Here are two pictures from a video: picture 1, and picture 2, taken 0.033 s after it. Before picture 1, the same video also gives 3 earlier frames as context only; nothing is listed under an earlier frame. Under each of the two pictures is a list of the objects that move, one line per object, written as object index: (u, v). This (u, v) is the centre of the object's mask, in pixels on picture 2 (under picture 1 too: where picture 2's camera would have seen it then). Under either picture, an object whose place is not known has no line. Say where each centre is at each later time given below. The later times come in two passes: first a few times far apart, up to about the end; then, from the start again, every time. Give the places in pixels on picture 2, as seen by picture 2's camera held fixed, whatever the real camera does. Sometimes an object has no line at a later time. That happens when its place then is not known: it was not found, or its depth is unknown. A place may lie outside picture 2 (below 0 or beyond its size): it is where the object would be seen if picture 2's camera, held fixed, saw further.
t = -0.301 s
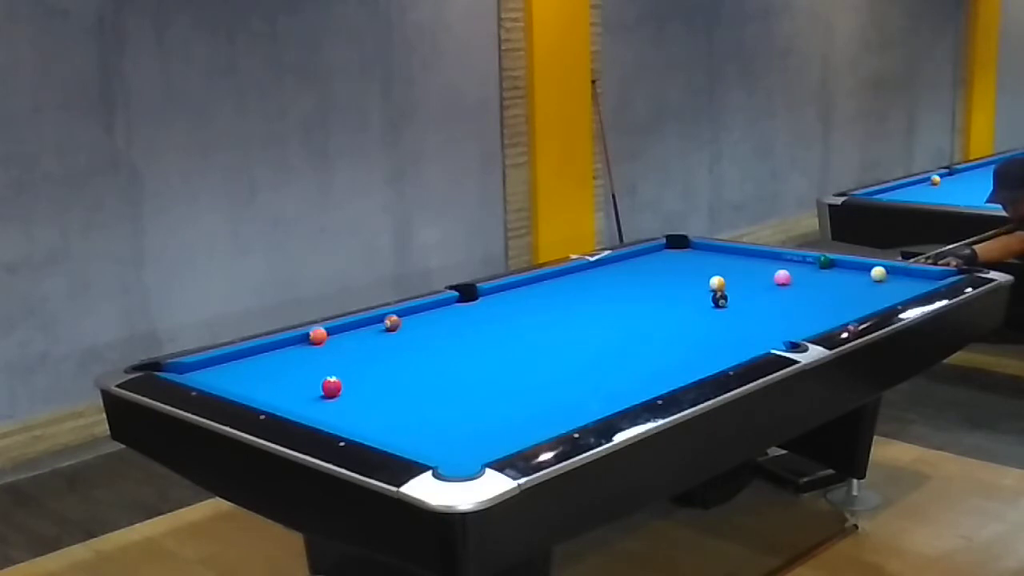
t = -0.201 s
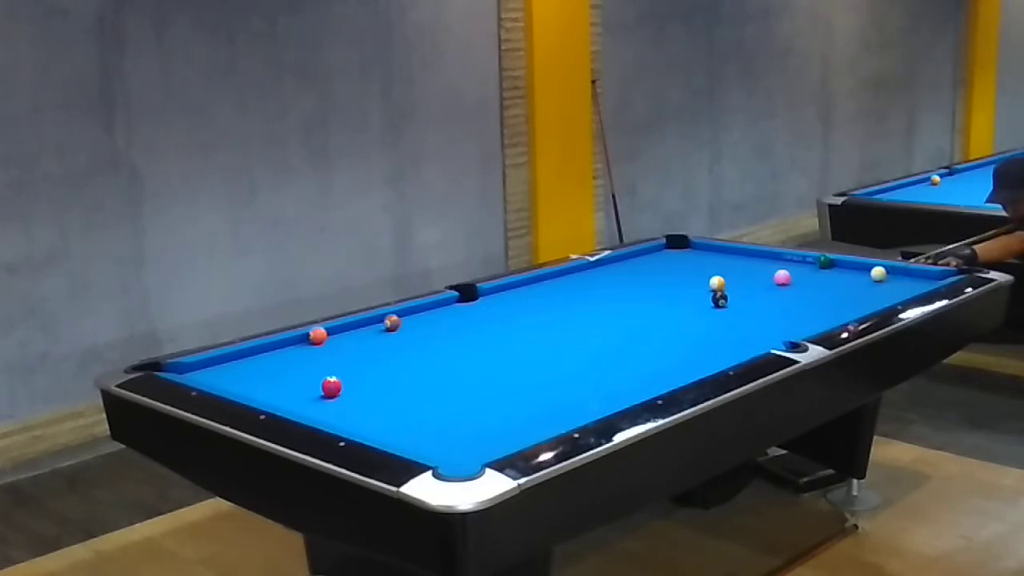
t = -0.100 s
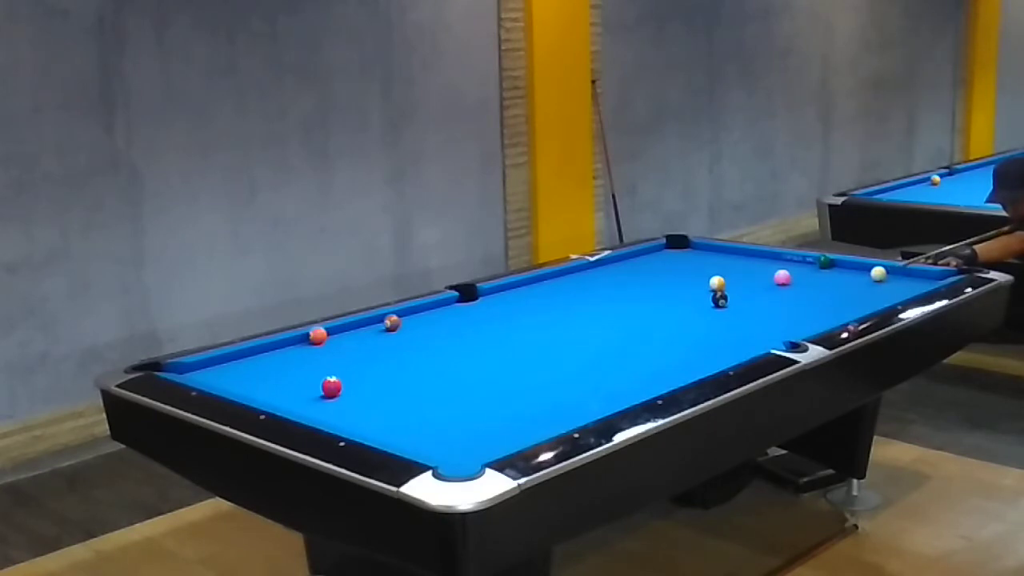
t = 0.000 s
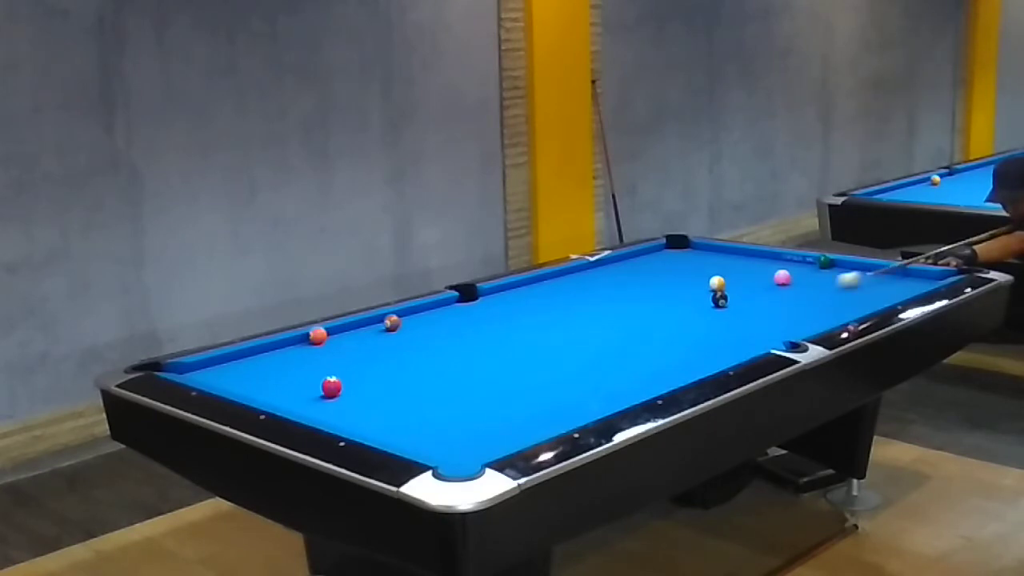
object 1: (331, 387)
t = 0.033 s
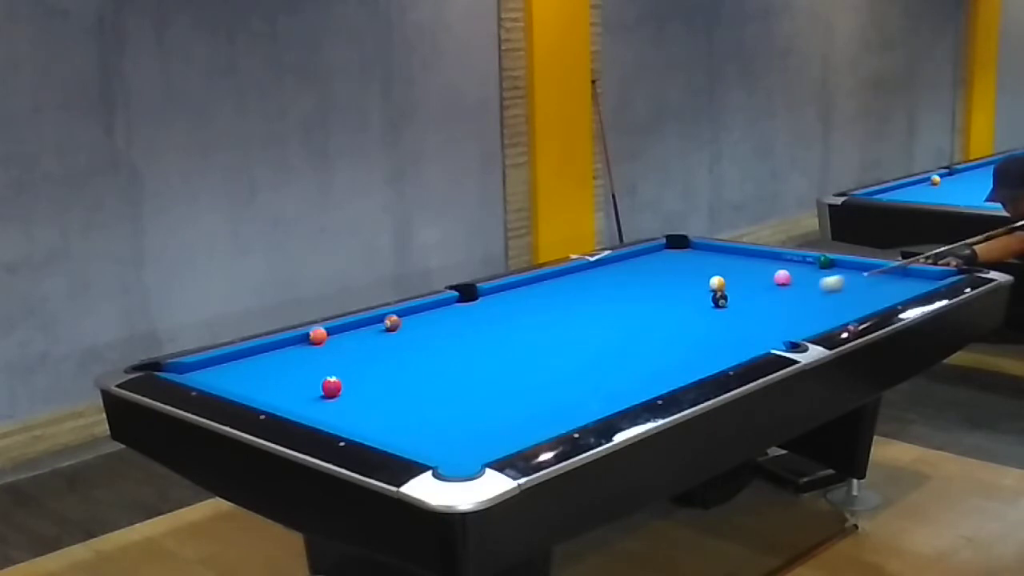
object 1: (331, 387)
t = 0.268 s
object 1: (331, 387)
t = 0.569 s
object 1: (331, 387)
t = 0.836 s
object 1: (318, 382)
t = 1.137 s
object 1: (256, 377)
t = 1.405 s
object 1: (208, 371)
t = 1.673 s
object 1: (168, 370)
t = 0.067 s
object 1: (331, 387)
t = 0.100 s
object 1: (331, 387)
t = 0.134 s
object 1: (331, 387)
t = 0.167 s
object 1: (331, 387)
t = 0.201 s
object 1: (331, 387)
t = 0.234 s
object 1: (331, 387)
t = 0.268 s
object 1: (331, 387)
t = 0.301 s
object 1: (331, 387)
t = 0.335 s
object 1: (331, 387)
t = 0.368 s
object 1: (331, 387)
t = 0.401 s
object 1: (331, 387)
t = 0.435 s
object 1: (331, 387)
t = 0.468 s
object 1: (331, 387)
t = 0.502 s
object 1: (331, 387)
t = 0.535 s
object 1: (331, 387)
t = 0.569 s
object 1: (331, 387)
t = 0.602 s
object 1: (331, 387)
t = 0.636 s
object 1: (331, 387)
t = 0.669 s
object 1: (331, 387)
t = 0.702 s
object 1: (331, 387)
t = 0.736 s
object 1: (331, 387)
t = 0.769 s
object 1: (331, 387)
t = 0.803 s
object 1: (326, 384)
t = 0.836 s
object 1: (318, 382)
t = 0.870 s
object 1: (311, 384)
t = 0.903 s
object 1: (303, 383)
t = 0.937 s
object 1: (295, 382)
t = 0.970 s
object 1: (289, 382)
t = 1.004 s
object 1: (282, 381)
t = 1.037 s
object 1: (275, 380)
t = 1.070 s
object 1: (269, 380)
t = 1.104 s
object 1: (263, 379)
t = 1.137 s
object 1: (256, 377)
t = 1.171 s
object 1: (250, 377)
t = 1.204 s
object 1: (244, 377)
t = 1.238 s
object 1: (238, 376)
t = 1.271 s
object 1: (232, 374)
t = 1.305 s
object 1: (226, 374)
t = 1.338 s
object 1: (220, 373)
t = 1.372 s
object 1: (214, 372)
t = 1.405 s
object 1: (208, 371)
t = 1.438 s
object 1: (202, 370)
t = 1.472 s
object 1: (197, 370)
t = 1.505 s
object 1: (191, 369)
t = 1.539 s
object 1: (186, 367)
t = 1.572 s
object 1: (181, 368)
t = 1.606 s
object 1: (177, 369)
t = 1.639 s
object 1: (172, 369)
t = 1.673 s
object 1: (168, 370)
